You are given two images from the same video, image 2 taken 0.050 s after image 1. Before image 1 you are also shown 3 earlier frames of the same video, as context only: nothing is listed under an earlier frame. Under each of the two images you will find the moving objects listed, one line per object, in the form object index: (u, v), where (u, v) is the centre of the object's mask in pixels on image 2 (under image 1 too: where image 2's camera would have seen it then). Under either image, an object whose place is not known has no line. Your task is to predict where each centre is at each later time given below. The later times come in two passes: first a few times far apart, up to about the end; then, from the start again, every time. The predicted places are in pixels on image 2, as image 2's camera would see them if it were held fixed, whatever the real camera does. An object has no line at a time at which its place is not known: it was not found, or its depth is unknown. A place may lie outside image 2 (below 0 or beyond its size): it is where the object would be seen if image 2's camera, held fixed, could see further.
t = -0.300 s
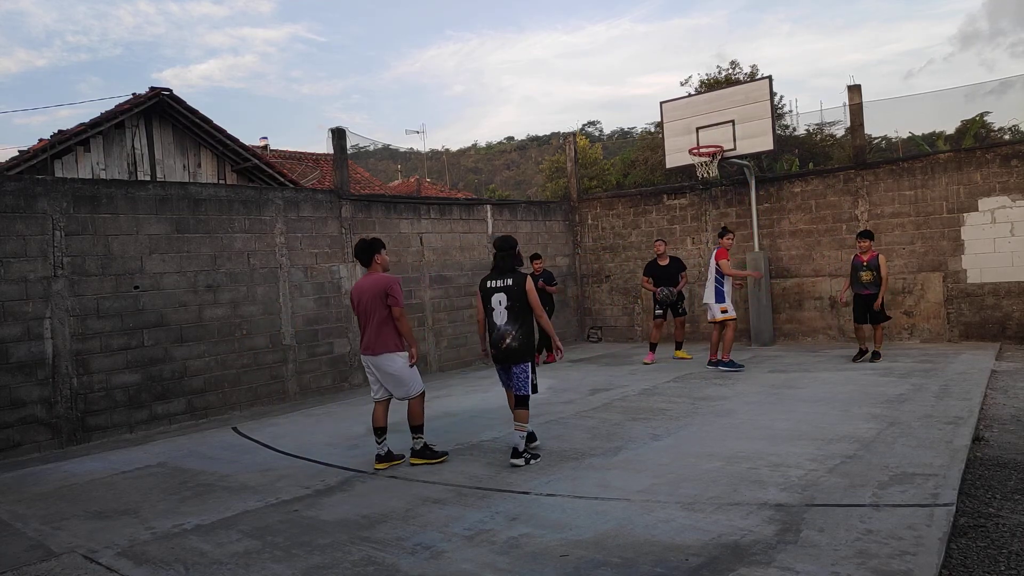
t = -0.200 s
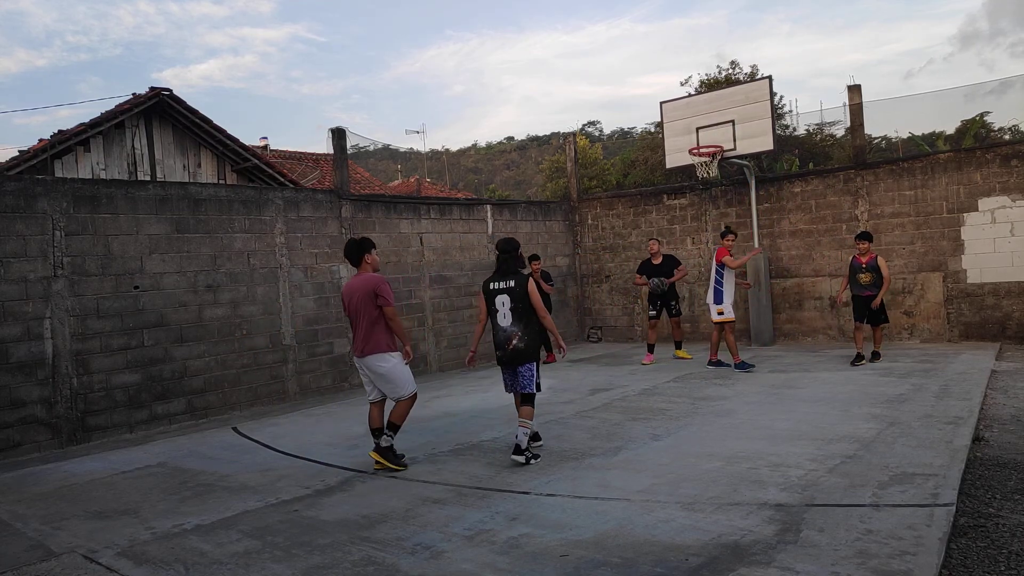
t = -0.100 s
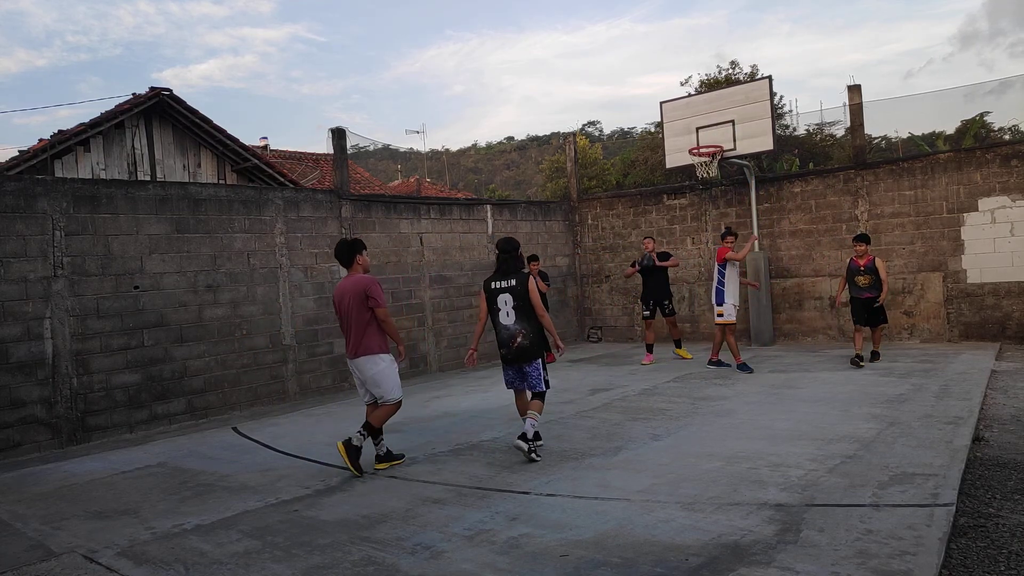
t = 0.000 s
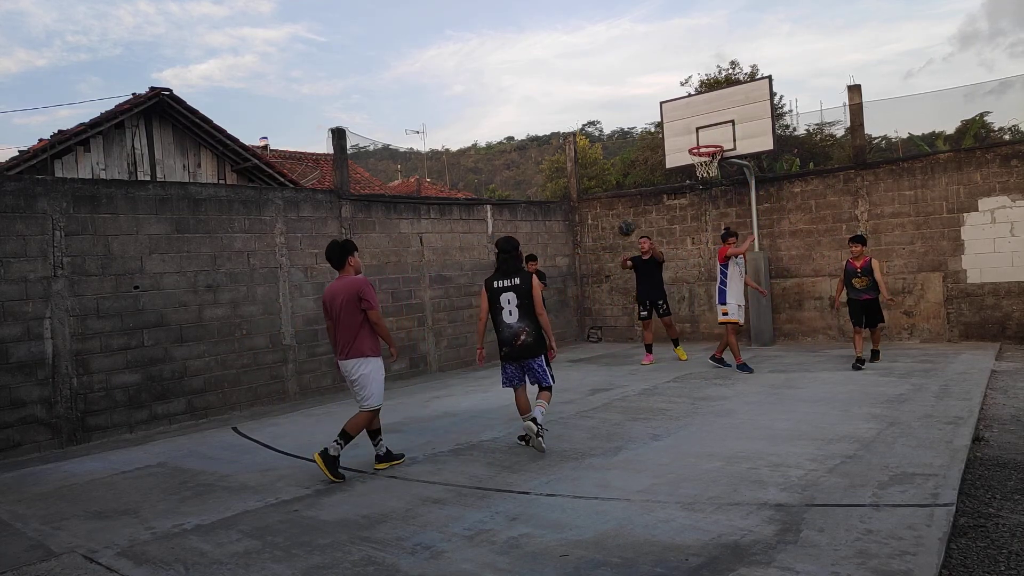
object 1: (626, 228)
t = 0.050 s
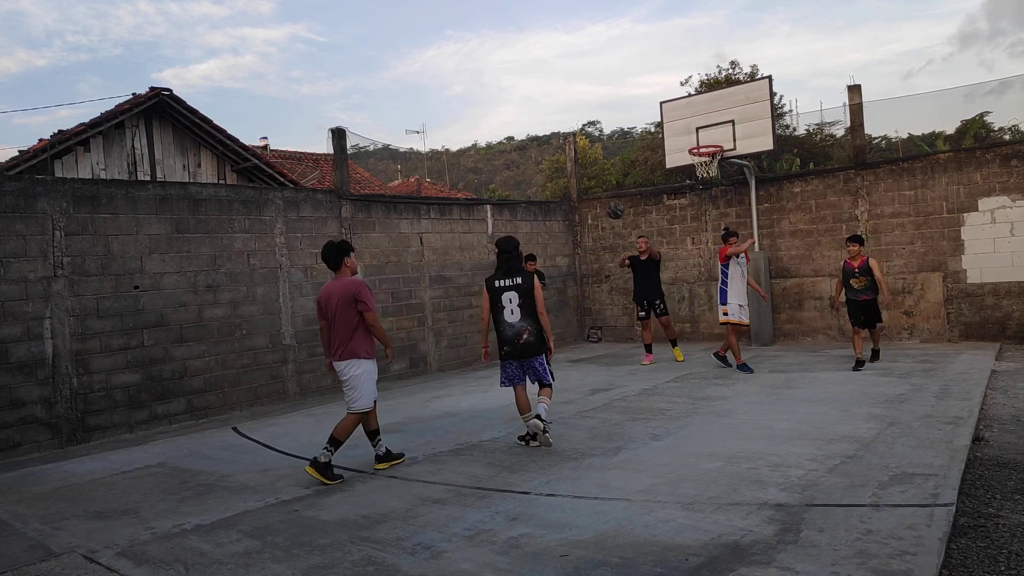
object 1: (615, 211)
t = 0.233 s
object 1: (569, 155)
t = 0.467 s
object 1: (498, 112)
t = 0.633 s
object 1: (436, 108)
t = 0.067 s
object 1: (612, 205)
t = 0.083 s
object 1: (607, 199)
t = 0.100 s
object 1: (604, 193)
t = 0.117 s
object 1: (599, 188)
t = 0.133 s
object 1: (595, 184)
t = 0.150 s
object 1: (591, 179)
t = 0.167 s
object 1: (587, 174)
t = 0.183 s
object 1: (583, 168)
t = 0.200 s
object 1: (578, 165)
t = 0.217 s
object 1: (573, 161)
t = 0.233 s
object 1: (569, 155)
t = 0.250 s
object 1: (565, 151)
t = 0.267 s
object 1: (560, 148)
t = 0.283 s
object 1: (555, 145)
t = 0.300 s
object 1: (551, 140)
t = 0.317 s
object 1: (546, 136)
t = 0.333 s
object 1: (541, 133)
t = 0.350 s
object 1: (536, 130)
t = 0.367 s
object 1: (531, 127)
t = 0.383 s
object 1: (526, 124)
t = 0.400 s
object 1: (520, 121)
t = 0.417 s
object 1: (515, 119)
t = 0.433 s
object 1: (510, 116)
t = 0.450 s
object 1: (504, 114)
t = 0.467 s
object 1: (498, 112)
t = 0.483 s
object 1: (493, 111)
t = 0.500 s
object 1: (487, 109)
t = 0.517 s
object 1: (481, 108)
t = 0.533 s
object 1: (475, 107)
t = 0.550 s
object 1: (468, 107)
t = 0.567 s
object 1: (462, 106)
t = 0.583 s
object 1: (456, 106)
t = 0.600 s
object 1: (449, 107)
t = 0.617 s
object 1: (442, 107)
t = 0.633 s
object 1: (436, 108)
